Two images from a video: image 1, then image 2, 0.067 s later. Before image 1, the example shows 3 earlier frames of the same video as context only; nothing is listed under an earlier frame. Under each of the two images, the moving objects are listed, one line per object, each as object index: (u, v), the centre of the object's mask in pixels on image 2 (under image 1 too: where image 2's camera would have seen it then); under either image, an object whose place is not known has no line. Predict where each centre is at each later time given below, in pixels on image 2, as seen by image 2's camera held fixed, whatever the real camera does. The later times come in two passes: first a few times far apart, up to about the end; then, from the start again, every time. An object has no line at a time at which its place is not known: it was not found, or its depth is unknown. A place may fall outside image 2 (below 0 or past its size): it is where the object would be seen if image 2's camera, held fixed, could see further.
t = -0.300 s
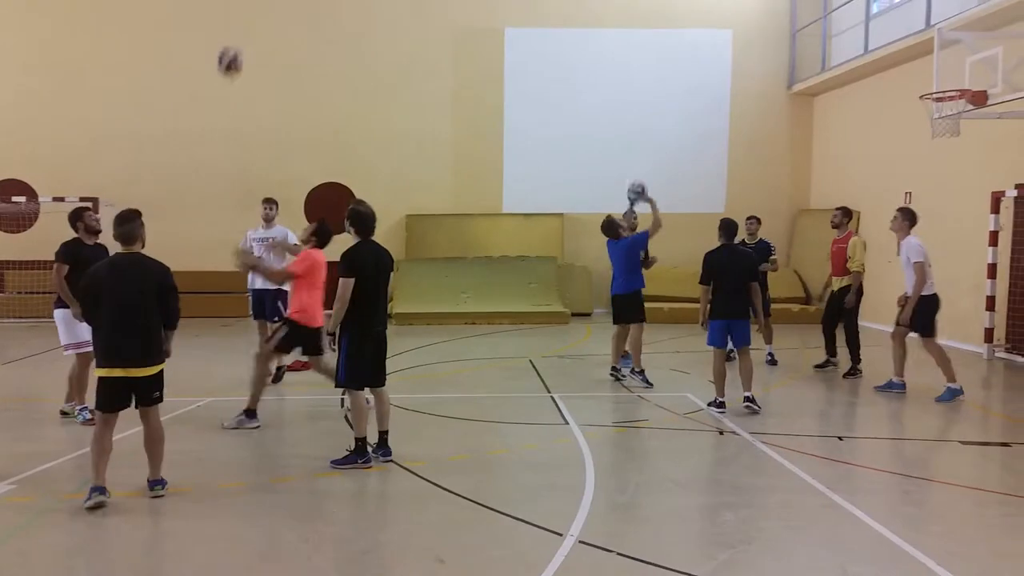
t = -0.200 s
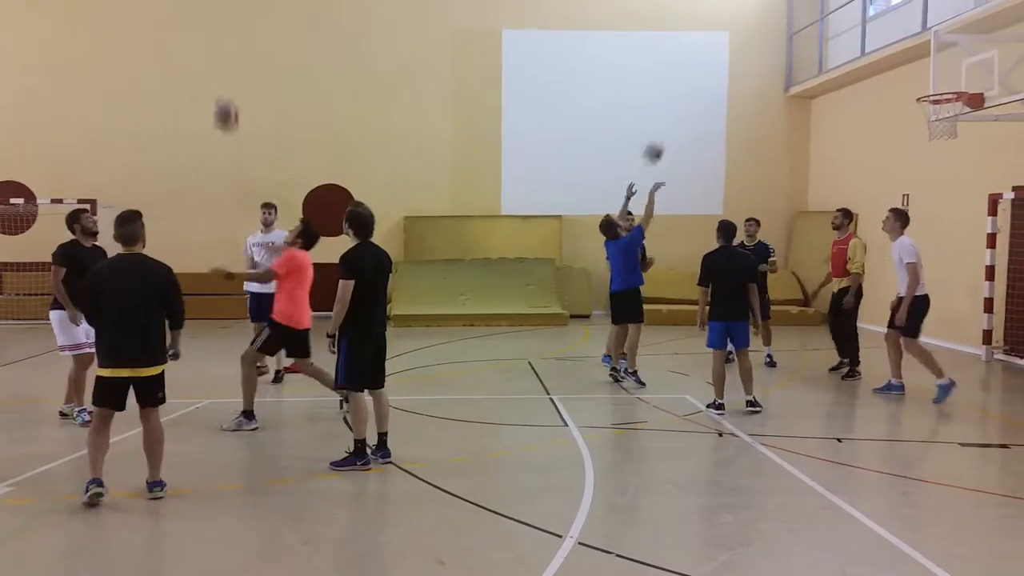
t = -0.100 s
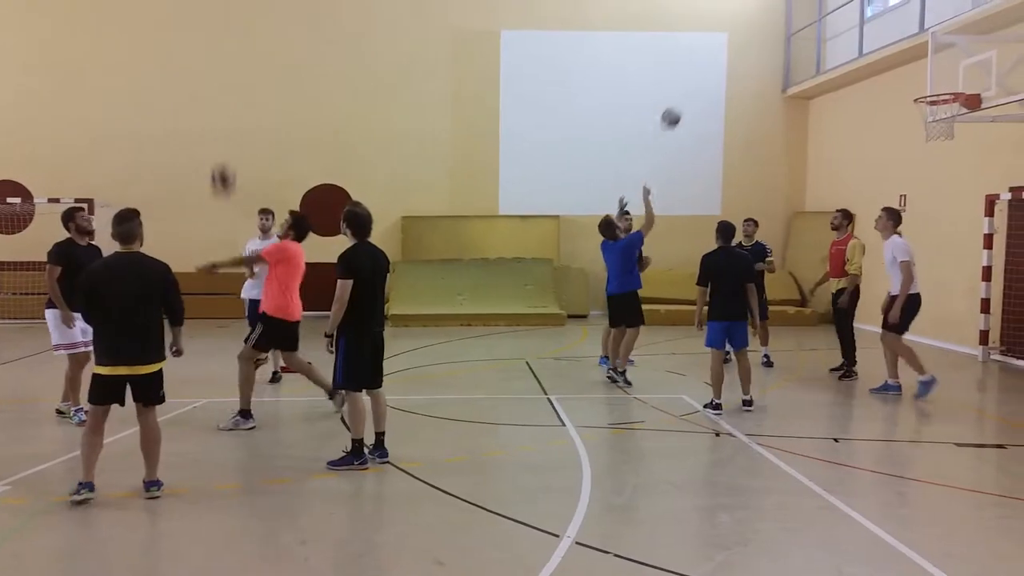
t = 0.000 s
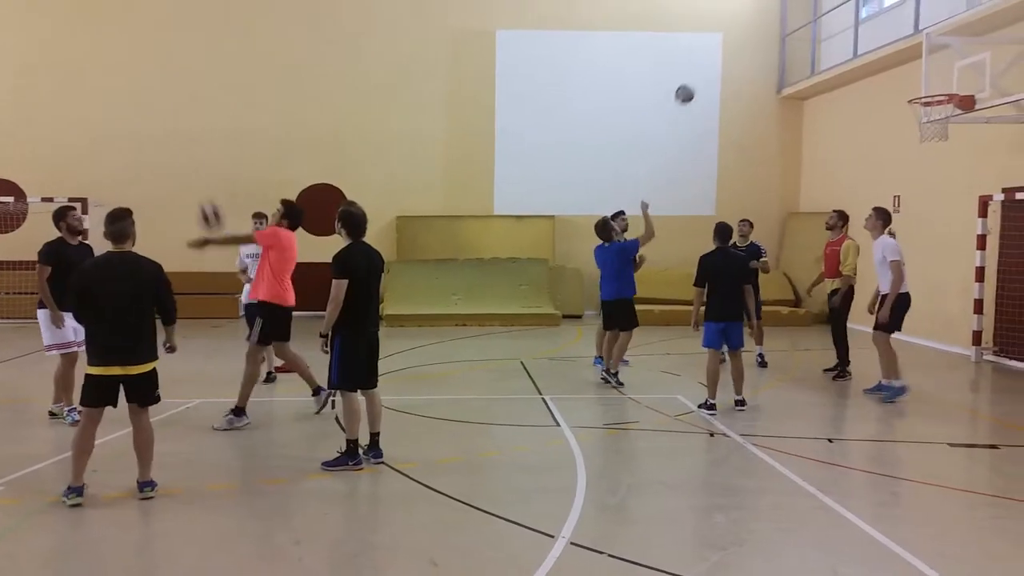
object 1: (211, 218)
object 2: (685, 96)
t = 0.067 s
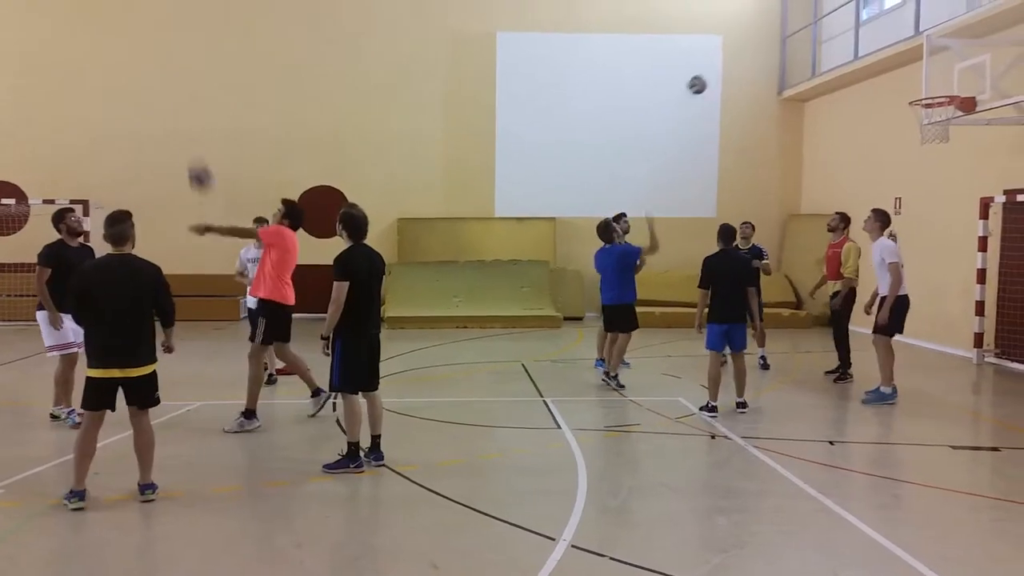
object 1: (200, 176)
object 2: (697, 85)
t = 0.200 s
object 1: (176, 109)
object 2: (721, 75)
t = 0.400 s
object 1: (145, 47)
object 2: (754, 89)
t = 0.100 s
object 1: (193, 157)
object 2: (703, 81)
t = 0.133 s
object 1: (188, 140)
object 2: (709, 78)
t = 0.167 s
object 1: (182, 123)
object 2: (715, 76)
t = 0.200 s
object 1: (176, 109)
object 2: (721, 75)
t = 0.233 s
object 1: (171, 95)
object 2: (726, 74)
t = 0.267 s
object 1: (165, 83)
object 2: (732, 76)
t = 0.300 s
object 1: (159, 71)
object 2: (737, 77)
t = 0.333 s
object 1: (155, 62)
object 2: (742, 81)
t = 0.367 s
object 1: (150, 53)
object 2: (748, 84)
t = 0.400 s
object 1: (145, 47)
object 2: (754, 89)
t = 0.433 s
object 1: (140, 41)
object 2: (760, 95)
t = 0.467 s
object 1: (135, 37)
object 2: (766, 102)
